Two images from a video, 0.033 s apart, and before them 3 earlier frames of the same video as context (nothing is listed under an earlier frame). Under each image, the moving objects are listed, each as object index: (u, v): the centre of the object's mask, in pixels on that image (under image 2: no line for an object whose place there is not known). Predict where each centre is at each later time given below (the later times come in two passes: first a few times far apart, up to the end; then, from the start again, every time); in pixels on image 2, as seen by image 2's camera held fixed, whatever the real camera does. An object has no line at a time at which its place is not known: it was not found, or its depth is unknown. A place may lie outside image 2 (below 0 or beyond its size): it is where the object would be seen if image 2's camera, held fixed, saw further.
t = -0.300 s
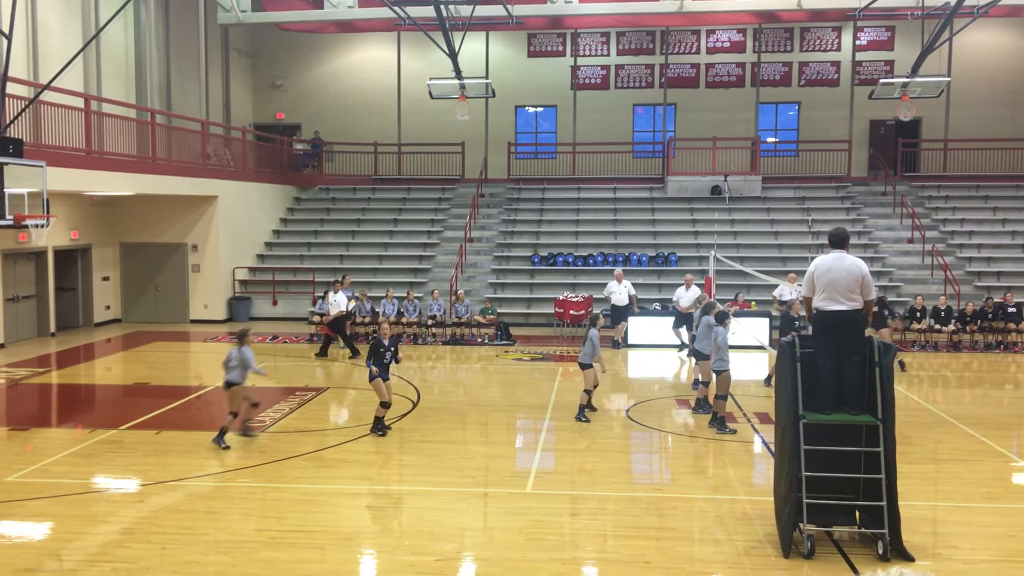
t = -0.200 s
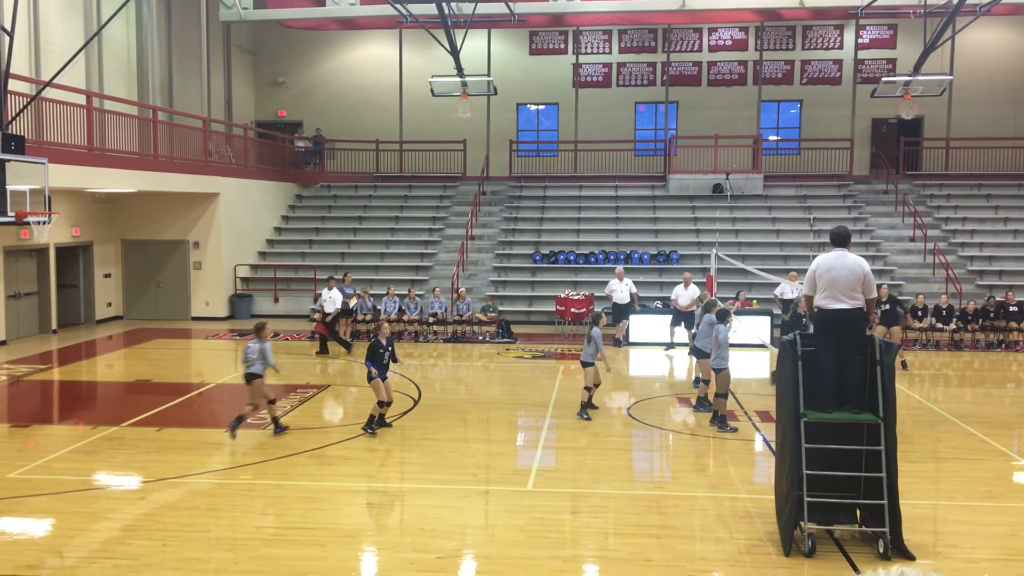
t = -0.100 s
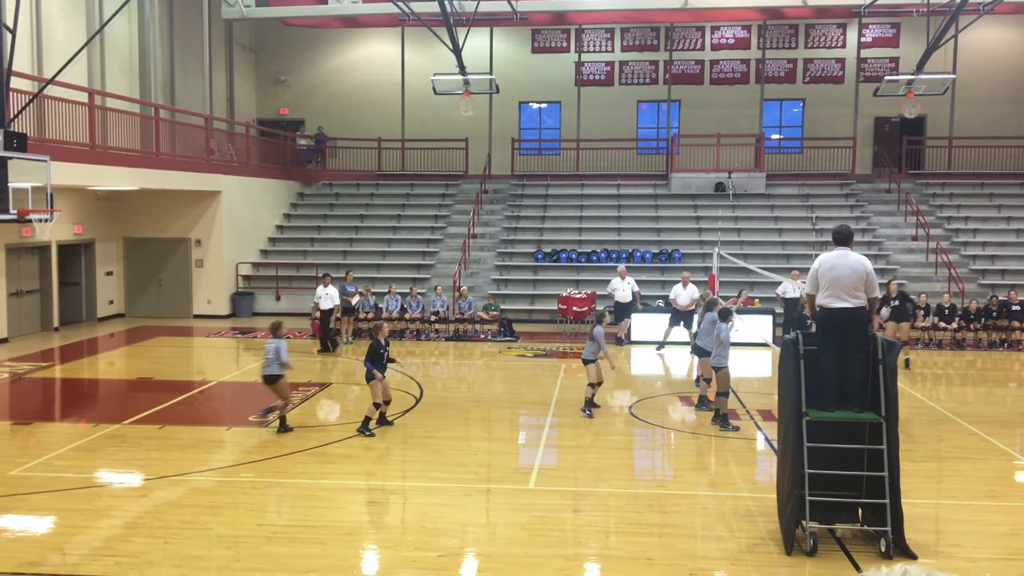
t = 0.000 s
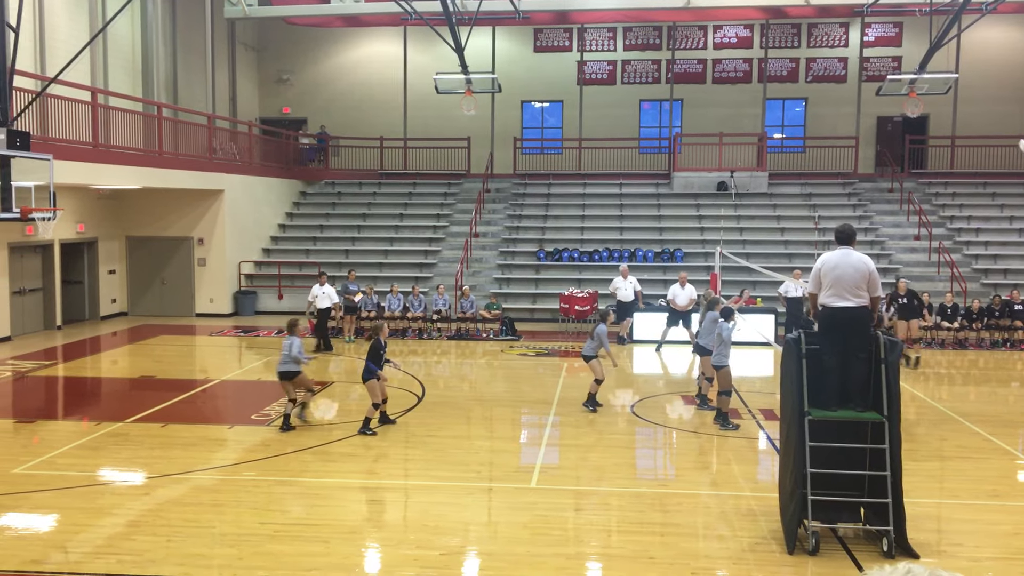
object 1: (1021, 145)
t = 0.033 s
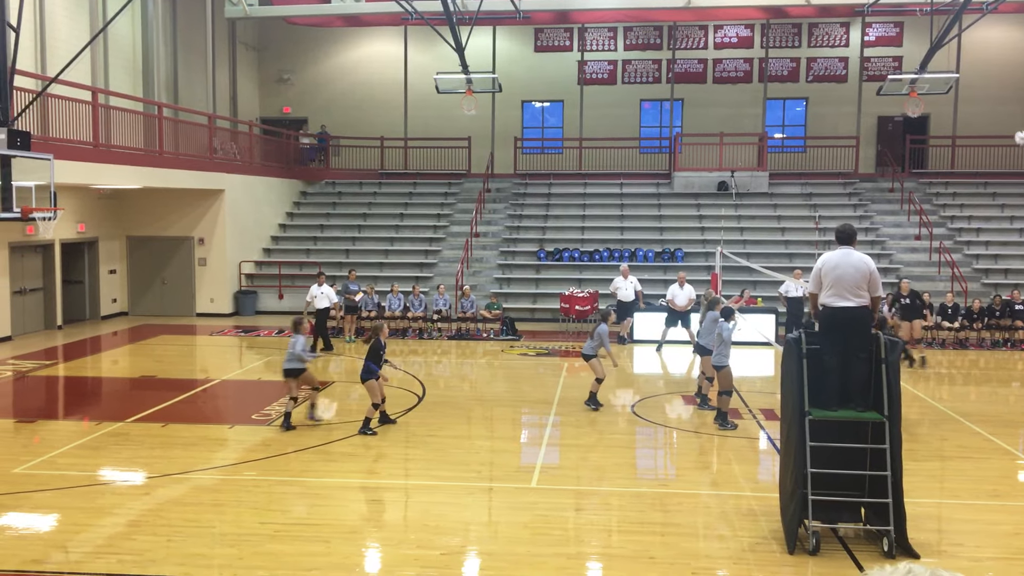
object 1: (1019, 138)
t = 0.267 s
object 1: (984, 107)
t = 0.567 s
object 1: (938, 115)
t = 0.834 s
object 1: (897, 164)
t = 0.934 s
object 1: (883, 190)
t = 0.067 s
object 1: (1016, 132)
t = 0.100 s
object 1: (1011, 126)
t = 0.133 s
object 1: (1005, 121)
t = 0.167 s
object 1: (1000, 116)
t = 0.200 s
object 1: (995, 113)
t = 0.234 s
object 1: (989, 110)
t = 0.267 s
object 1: (984, 107)
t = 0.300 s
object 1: (979, 106)
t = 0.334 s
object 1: (974, 104)
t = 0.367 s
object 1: (968, 104)
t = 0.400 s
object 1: (963, 104)
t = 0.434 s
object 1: (958, 105)
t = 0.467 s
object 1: (952, 106)
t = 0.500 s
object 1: (948, 108)
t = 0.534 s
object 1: (942, 111)
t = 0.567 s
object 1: (938, 115)
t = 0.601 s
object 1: (932, 119)
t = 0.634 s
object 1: (927, 124)
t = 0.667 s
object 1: (922, 128)
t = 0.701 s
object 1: (918, 134)
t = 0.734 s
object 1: (912, 141)
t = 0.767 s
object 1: (907, 148)
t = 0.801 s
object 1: (902, 155)
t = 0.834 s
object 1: (897, 164)
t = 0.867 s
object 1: (892, 172)
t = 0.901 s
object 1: (888, 181)
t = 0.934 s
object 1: (883, 190)
